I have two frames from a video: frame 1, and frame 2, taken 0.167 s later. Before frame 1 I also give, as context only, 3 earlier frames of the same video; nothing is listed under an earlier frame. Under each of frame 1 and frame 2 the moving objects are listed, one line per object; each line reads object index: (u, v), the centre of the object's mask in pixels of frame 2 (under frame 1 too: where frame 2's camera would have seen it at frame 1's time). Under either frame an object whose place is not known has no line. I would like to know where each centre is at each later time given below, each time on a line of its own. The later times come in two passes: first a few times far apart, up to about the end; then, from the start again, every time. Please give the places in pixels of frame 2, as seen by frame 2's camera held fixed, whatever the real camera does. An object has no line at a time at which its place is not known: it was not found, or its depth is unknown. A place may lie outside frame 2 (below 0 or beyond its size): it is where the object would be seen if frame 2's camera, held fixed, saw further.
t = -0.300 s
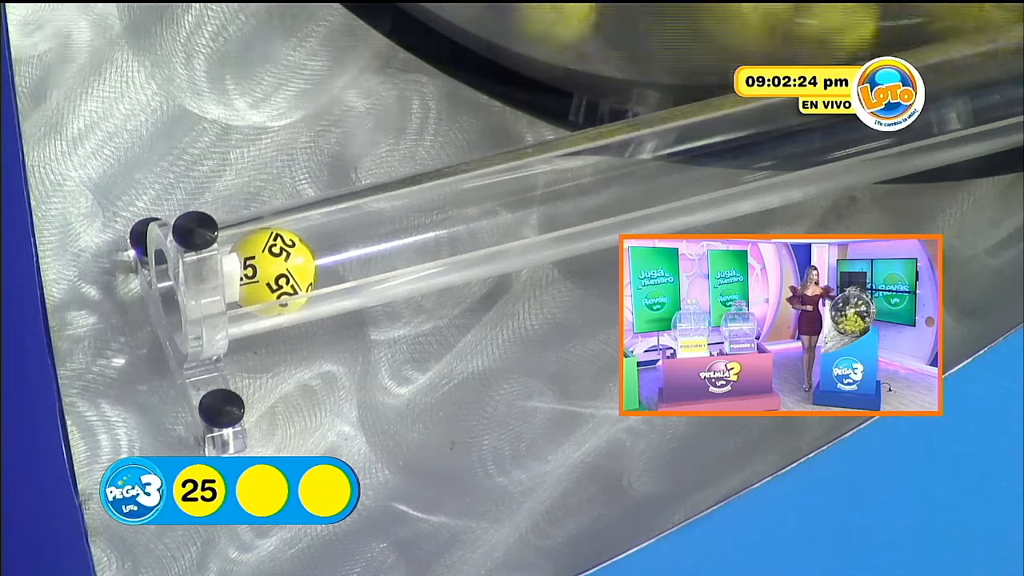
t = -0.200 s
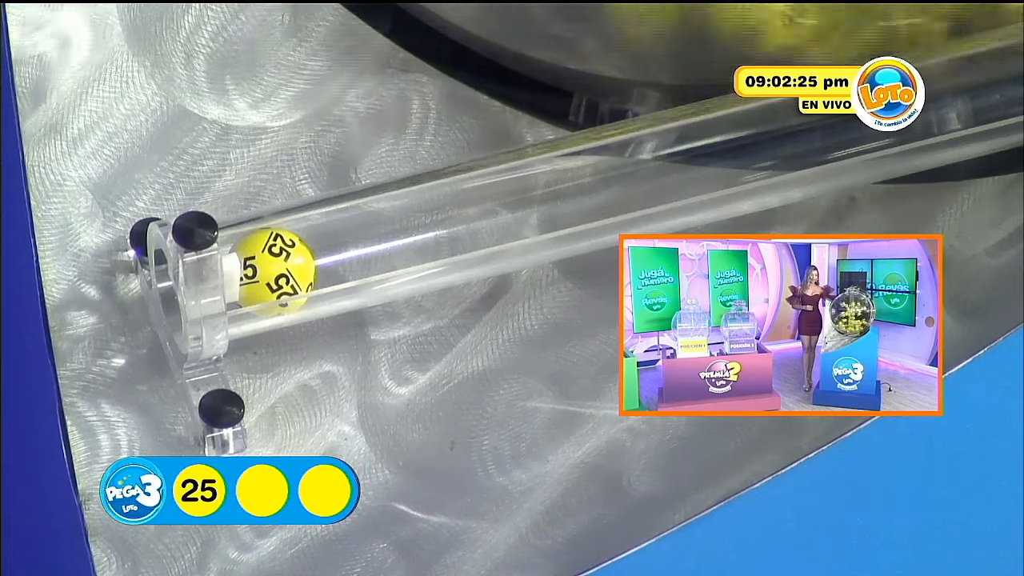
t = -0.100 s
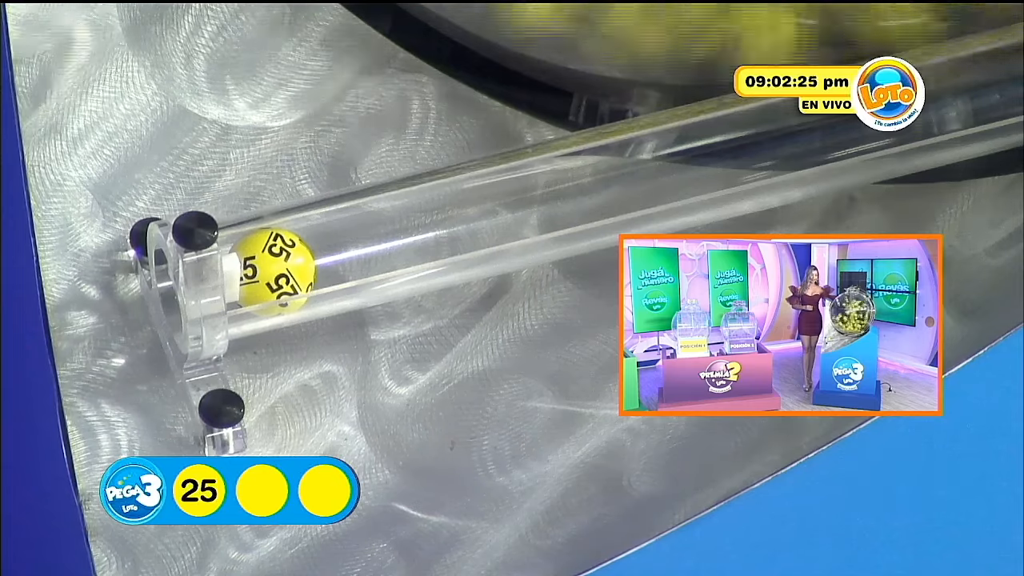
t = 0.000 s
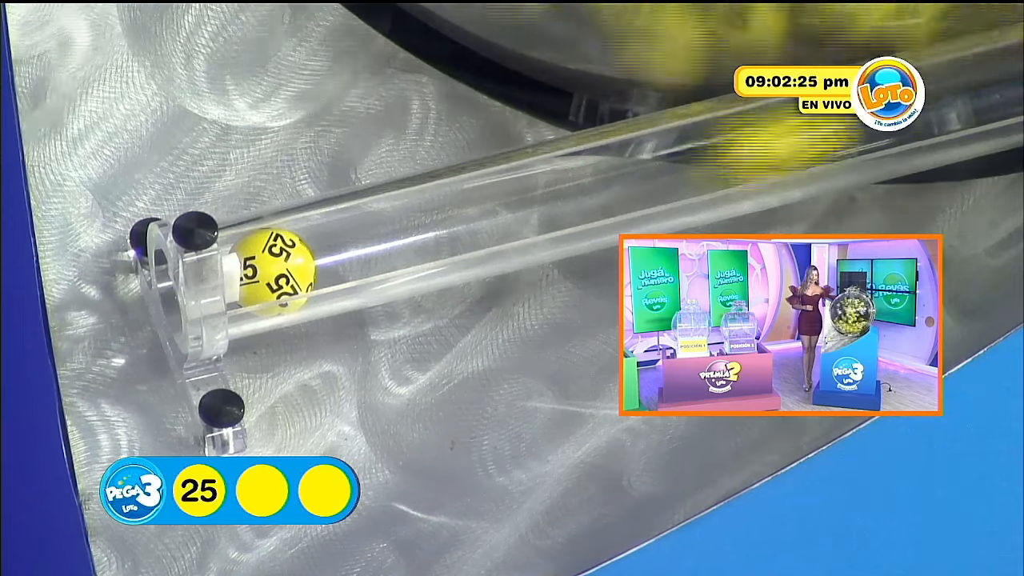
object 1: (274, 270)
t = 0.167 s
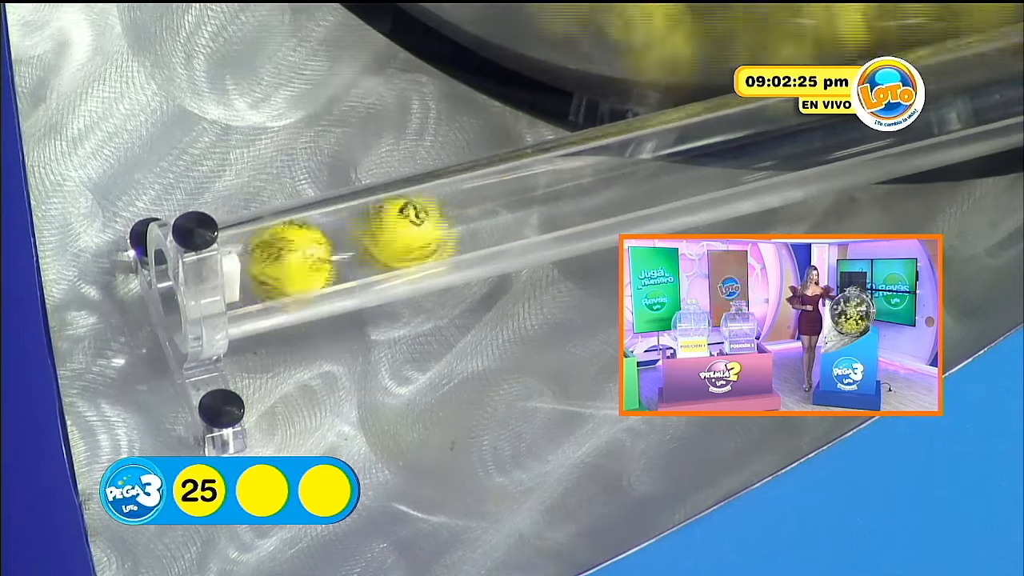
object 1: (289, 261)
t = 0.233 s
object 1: (295, 264)
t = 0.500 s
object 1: (274, 266)
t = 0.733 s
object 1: (274, 269)
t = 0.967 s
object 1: (274, 270)
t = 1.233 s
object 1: (274, 270)
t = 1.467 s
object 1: (274, 270)
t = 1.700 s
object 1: (274, 270)
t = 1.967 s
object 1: (274, 270)
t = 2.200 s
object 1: (274, 270)
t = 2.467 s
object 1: (273, 266)
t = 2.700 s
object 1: (273, 266)
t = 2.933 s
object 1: (274, 270)
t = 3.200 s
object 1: (274, 270)
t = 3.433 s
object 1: (274, 270)
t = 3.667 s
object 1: (274, 270)
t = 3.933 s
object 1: (274, 269)
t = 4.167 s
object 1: (274, 270)
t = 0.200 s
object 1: (296, 260)
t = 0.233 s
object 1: (295, 264)
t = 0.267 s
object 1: (289, 264)
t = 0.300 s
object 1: (286, 266)
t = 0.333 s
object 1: (278, 268)
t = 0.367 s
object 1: (274, 268)
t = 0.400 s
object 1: (274, 271)
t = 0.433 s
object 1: (275, 269)
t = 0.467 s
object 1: (274, 267)
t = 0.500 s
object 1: (274, 266)
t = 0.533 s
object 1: (277, 268)
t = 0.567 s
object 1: (276, 269)
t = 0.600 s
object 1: (273, 269)
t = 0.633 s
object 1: (273, 268)
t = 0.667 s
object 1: (274, 270)
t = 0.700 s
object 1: (274, 270)
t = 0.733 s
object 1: (274, 269)
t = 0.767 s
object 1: (274, 269)
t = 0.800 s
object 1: (274, 270)
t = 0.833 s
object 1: (274, 270)
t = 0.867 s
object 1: (274, 270)
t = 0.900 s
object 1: (274, 270)
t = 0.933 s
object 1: (274, 270)
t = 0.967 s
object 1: (274, 270)
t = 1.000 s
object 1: (274, 270)
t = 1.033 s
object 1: (274, 270)
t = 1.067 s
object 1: (274, 270)
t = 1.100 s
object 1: (274, 270)
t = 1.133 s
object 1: (274, 270)
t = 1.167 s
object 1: (274, 270)
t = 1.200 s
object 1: (274, 270)
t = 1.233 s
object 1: (274, 270)
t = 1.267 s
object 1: (274, 270)
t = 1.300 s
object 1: (274, 270)
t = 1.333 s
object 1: (274, 270)
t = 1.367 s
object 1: (274, 270)
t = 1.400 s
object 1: (274, 270)
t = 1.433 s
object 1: (274, 270)
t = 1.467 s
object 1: (274, 270)
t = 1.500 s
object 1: (274, 270)
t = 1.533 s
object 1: (274, 270)
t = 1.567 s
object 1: (274, 270)
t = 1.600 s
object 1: (274, 270)
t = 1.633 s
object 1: (274, 270)
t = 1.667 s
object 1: (274, 270)
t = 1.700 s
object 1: (274, 270)
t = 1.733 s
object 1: (274, 270)
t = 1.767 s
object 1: (274, 270)
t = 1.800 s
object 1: (274, 270)
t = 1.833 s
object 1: (274, 270)
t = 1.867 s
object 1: (274, 270)
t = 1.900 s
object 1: (274, 270)
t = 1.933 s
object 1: (274, 270)
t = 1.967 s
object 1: (274, 270)
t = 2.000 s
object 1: (274, 270)
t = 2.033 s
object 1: (274, 270)
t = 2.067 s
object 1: (274, 270)
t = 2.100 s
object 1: (274, 270)
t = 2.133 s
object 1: (274, 270)
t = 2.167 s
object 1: (274, 270)
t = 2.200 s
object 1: (274, 270)
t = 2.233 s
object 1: (274, 270)
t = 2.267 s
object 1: (274, 270)
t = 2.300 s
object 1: (274, 270)
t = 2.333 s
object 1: (274, 270)
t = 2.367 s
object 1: (274, 269)
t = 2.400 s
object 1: (274, 270)
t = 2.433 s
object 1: (274, 270)
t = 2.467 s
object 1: (273, 266)
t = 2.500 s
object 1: (274, 270)
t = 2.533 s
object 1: (273, 266)
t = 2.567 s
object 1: (274, 270)
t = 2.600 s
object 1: (274, 270)
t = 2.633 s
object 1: (274, 270)
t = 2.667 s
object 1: (274, 270)
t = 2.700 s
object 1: (273, 266)
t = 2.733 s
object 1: (274, 270)
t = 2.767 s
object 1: (273, 266)
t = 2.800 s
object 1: (274, 270)
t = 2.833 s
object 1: (273, 266)
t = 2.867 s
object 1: (274, 270)
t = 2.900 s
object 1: (274, 270)
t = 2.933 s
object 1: (274, 270)
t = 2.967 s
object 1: (273, 266)
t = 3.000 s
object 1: (274, 270)
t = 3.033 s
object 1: (274, 269)
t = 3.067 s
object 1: (274, 270)
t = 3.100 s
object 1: (274, 270)
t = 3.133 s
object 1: (274, 270)
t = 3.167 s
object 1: (273, 266)
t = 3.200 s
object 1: (274, 270)
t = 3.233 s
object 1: (274, 270)
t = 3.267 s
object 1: (274, 270)
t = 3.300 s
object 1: (274, 269)
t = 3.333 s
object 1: (274, 269)
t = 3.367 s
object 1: (274, 270)
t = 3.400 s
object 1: (274, 270)
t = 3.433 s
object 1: (274, 270)
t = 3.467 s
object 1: (274, 270)
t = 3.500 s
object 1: (274, 270)
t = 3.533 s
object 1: (274, 270)
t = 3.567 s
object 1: (274, 270)
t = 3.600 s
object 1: (274, 269)
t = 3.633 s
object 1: (274, 269)
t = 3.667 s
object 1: (274, 270)
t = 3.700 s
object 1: (274, 270)
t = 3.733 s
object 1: (274, 269)
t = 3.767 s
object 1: (274, 269)
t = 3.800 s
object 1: (274, 270)
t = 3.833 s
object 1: (274, 269)
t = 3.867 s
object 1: (274, 270)
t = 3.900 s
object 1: (274, 269)
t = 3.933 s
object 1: (274, 269)
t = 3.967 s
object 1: (274, 269)
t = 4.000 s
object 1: (274, 269)
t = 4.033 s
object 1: (274, 270)
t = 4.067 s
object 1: (274, 270)
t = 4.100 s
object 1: (274, 269)
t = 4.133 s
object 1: (274, 269)
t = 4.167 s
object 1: (274, 270)
